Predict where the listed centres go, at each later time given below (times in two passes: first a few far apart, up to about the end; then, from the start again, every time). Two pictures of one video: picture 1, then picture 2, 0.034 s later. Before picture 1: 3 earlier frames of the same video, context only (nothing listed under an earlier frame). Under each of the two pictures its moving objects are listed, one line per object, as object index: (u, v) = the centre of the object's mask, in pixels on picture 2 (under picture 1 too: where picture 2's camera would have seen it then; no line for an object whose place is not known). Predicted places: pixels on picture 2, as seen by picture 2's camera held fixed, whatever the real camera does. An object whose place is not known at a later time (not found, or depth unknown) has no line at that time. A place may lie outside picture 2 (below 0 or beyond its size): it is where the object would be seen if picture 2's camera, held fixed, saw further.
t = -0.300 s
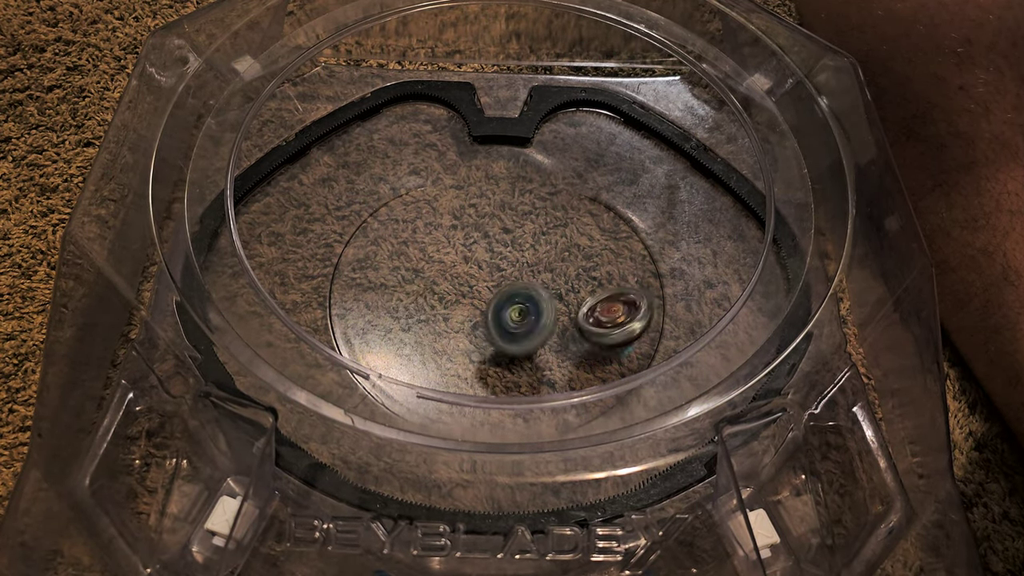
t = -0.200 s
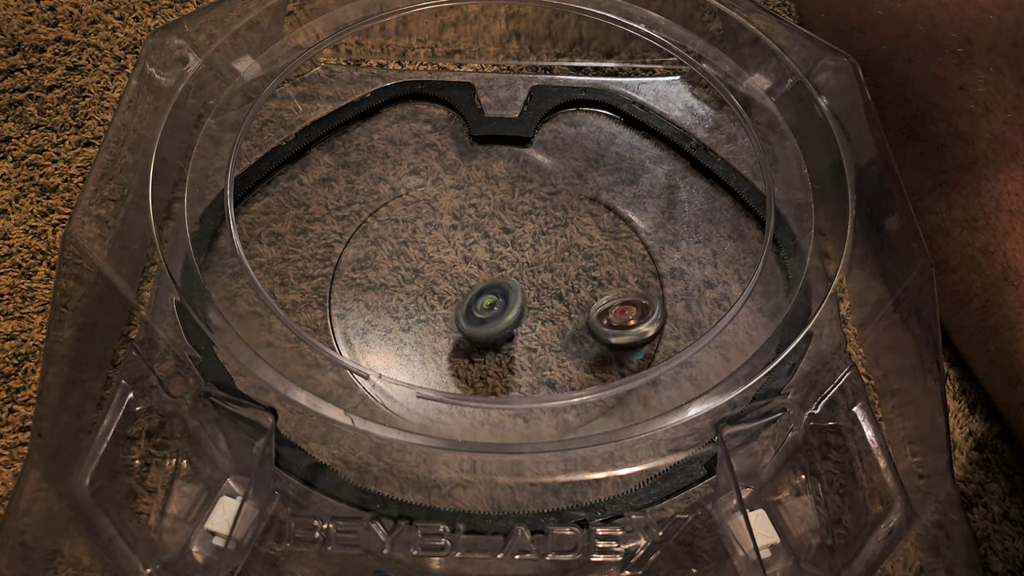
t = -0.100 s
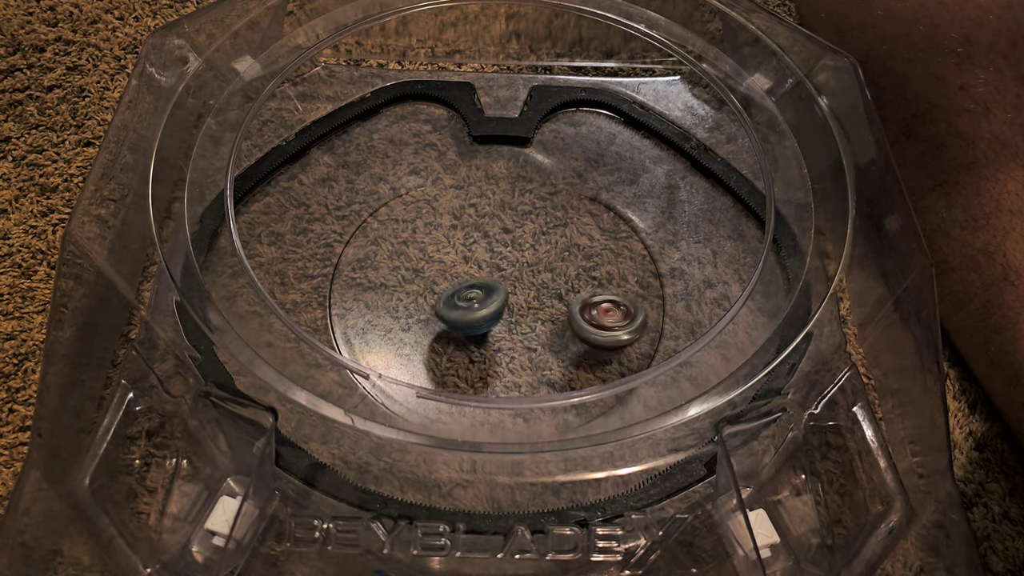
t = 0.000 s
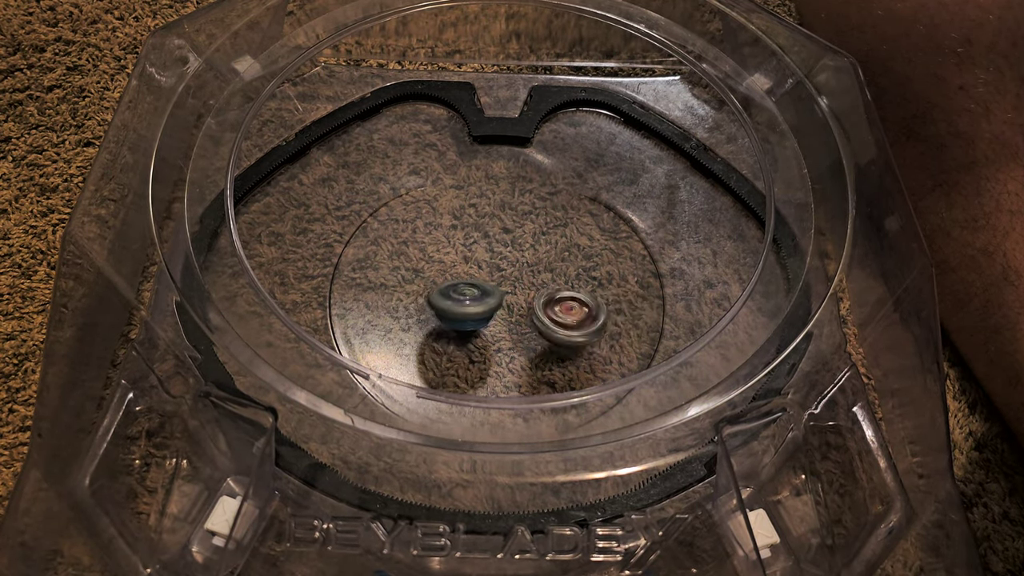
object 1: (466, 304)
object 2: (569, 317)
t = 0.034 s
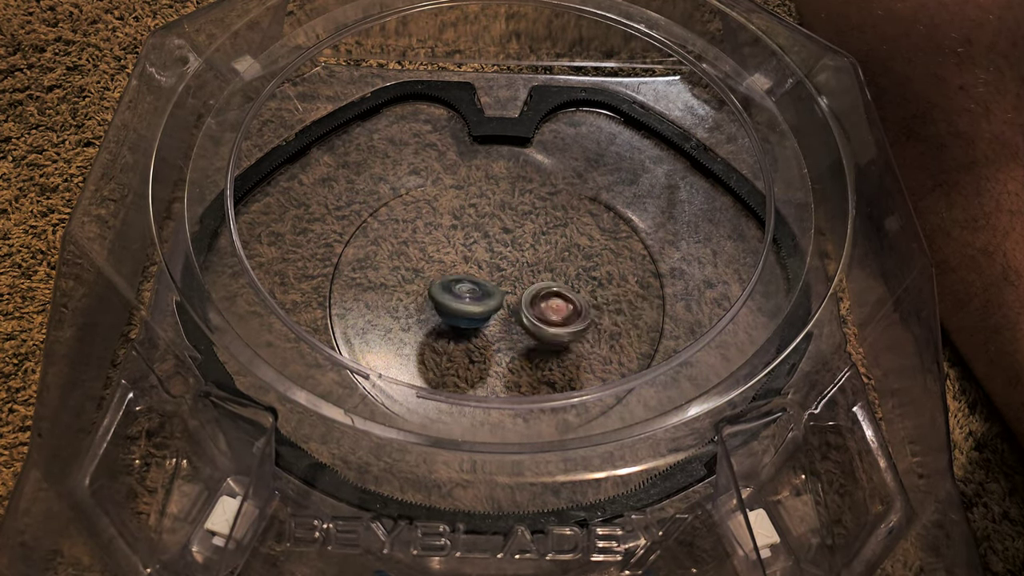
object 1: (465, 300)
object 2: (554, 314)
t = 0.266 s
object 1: (449, 275)
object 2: (527, 290)
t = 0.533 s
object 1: (458, 224)
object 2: (562, 312)
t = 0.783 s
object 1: (454, 198)
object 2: (603, 355)
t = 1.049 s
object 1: (469, 255)
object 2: (539, 326)
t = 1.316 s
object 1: (445, 211)
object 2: (521, 340)
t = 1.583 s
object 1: (470, 244)
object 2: (511, 303)
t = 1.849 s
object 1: (461, 234)
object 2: (551, 359)
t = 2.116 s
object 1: (479, 258)
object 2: (528, 344)
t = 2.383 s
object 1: (460, 236)
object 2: (493, 300)
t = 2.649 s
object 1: (484, 233)
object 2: (482, 293)
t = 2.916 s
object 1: (554, 288)
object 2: (475, 298)
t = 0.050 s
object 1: (465, 300)
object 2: (546, 312)
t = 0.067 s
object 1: (465, 298)
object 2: (540, 310)
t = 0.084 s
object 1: (463, 296)
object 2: (536, 308)
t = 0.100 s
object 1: (458, 292)
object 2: (536, 308)
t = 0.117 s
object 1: (452, 288)
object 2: (536, 308)
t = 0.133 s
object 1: (448, 285)
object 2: (536, 307)
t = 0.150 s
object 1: (445, 284)
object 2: (536, 306)
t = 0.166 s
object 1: (443, 282)
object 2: (535, 304)
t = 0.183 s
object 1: (442, 281)
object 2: (534, 302)
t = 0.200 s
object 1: (443, 281)
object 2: (533, 299)
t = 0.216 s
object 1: (444, 279)
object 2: (531, 298)
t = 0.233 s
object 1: (445, 277)
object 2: (531, 296)
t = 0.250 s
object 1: (447, 276)
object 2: (529, 292)
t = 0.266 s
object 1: (449, 275)
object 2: (527, 290)
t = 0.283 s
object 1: (451, 274)
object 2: (527, 289)
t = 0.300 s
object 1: (453, 273)
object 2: (523, 287)
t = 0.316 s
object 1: (454, 272)
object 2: (526, 285)
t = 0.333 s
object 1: (454, 268)
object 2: (527, 286)
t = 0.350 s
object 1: (455, 262)
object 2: (528, 287)
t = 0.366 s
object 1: (456, 258)
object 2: (530, 288)
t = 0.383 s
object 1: (456, 257)
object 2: (531, 287)
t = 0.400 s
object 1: (459, 254)
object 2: (533, 288)
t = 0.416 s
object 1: (462, 252)
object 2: (533, 288)
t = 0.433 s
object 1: (465, 250)
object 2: (535, 288)
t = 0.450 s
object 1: (468, 251)
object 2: (536, 287)
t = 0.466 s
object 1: (471, 252)
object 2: (536, 288)
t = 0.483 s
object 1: (475, 250)
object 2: (537, 288)
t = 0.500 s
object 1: (471, 244)
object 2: (542, 294)
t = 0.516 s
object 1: (464, 233)
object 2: (556, 303)
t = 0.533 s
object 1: (458, 224)
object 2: (562, 312)
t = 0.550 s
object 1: (453, 214)
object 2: (573, 322)
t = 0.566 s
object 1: (449, 206)
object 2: (578, 327)
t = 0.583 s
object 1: (445, 200)
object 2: (588, 334)
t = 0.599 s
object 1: (442, 197)
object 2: (592, 339)
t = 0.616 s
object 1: (440, 191)
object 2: (599, 344)
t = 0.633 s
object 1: (439, 188)
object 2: (600, 348)
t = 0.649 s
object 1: (440, 186)
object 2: (606, 351)
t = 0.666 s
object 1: (440, 185)
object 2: (606, 353)
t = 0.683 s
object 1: (442, 185)
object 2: (608, 355)
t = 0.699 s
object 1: (443, 185)
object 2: (606, 355)
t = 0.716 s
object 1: (445, 187)
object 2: (609, 355)
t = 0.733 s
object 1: (447, 189)
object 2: (606, 356)
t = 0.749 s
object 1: (449, 191)
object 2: (606, 357)
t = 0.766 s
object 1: (452, 194)
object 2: (603, 355)
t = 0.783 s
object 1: (454, 198)
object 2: (603, 355)
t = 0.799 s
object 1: (455, 203)
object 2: (598, 355)
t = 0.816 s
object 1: (457, 208)
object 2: (596, 355)
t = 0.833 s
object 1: (459, 212)
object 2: (591, 353)
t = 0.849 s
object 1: (460, 218)
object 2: (587, 351)
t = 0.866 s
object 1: (462, 225)
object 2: (582, 349)
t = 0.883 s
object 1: (462, 230)
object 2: (576, 345)
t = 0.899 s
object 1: (463, 236)
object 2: (571, 342)
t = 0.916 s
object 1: (465, 240)
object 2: (565, 337)
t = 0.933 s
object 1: (468, 245)
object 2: (561, 333)
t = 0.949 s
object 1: (470, 252)
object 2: (552, 329)
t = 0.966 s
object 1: (472, 257)
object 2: (549, 326)
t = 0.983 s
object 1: (475, 260)
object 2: (542, 320)
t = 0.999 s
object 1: (478, 265)
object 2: (537, 315)
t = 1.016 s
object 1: (478, 267)
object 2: (532, 313)
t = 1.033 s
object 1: (474, 263)
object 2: (534, 319)
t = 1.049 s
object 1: (469, 255)
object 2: (539, 326)
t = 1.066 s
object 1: (465, 247)
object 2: (539, 331)
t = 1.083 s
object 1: (461, 242)
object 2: (542, 335)
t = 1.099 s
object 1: (456, 236)
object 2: (543, 339)
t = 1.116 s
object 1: (454, 231)
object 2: (542, 342)
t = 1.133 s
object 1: (451, 227)
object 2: (543, 344)
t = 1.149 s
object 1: (449, 222)
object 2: (542, 347)
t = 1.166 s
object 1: (448, 219)
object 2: (542, 349)
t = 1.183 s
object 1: (446, 217)
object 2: (541, 351)
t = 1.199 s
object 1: (445, 216)
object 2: (539, 352)
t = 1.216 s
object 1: (444, 214)
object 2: (537, 351)
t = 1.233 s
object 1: (443, 213)
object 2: (533, 350)
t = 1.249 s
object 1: (443, 211)
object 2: (530, 348)
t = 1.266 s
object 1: (443, 211)
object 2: (529, 345)
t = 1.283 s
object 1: (444, 211)
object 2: (526, 346)
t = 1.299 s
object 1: (444, 210)
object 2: (521, 345)
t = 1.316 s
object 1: (445, 211)
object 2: (521, 340)
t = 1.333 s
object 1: (446, 212)
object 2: (518, 337)
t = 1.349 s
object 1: (447, 213)
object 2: (514, 332)
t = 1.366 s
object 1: (448, 215)
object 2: (513, 333)
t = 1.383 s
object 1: (450, 216)
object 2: (510, 331)
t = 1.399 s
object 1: (452, 220)
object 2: (506, 327)
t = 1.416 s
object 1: (452, 223)
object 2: (506, 322)
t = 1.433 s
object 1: (454, 226)
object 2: (504, 319)
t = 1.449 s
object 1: (455, 228)
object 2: (503, 314)
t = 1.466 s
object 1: (458, 230)
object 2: (504, 312)
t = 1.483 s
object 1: (461, 234)
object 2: (504, 307)
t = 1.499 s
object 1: (464, 235)
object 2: (502, 303)
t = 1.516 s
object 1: (466, 239)
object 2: (504, 300)
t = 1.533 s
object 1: (468, 240)
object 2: (505, 300)
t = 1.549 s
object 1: (468, 242)
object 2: (507, 300)
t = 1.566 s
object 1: (469, 244)
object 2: (510, 301)
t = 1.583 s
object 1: (470, 244)
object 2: (511, 303)
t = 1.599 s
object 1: (471, 245)
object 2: (512, 303)
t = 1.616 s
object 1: (472, 247)
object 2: (513, 303)
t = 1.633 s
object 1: (472, 253)
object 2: (514, 305)
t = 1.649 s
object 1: (473, 254)
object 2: (516, 307)
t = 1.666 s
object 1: (473, 256)
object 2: (516, 308)
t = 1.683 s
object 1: (471, 254)
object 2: (519, 312)
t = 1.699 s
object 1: (469, 249)
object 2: (523, 318)
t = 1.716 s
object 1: (465, 247)
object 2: (527, 326)
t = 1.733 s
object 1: (463, 243)
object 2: (530, 332)
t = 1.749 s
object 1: (462, 239)
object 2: (534, 335)
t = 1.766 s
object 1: (461, 238)
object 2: (538, 340)
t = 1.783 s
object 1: (460, 237)
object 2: (541, 347)
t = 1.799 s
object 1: (459, 236)
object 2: (543, 352)
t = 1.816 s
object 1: (459, 235)
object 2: (546, 354)
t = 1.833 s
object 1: (460, 234)
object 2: (549, 355)
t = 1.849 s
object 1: (461, 234)
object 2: (551, 359)
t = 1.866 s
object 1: (462, 236)
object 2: (552, 360)
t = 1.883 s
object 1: (463, 235)
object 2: (552, 360)
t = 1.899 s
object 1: (463, 236)
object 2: (555, 360)
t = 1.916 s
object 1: (465, 236)
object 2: (556, 362)
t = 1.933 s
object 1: (466, 236)
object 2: (554, 363)
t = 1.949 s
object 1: (467, 237)
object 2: (552, 364)
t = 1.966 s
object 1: (468, 238)
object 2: (552, 363)
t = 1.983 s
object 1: (470, 239)
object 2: (552, 363)
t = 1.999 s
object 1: (471, 240)
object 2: (550, 366)
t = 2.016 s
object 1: (472, 242)
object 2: (547, 365)
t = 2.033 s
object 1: (474, 245)
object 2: (545, 357)
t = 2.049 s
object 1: (476, 247)
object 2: (543, 353)
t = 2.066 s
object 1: (477, 249)
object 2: (538, 358)
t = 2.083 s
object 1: (478, 251)
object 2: (536, 355)
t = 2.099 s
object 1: (479, 254)
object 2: (532, 350)
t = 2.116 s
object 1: (479, 258)
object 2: (528, 344)
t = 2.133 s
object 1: (480, 261)
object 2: (523, 339)
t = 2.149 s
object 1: (480, 264)
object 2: (520, 335)
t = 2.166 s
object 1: (480, 266)
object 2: (516, 328)
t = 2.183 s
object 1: (479, 268)
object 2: (513, 324)
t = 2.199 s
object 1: (477, 268)
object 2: (510, 319)
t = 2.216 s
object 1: (474, 265)
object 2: (510, 317)
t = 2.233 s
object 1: (471, 264)
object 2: (508, 316)
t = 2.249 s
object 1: (468, 261)
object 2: (506, 314)
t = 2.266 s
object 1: (465, 260)
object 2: (504, 313)
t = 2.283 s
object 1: (465, 256)
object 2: (503, 310)
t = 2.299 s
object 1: (463, 254)
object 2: (501, 307)
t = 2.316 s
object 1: (461, 251)
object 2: (499, 305)
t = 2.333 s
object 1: (461, 249)
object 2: (497, 304)
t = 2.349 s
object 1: (460, 244)
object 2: (496, 303)
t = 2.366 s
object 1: (461, 239)
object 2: (495, 301)
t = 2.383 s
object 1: (460, 236)
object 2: (493, 300)
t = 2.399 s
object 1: (459, 236)
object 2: (492, 299)
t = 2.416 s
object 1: (459, 236)
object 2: (491, 297)
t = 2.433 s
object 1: (458, 232)
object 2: (489, 295)
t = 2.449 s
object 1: (460, 228)
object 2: (488, 294)
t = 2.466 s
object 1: (460, 226)
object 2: (487, 293)
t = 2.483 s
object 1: (460, 225)
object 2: (486, 291)
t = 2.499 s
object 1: (460, 227)
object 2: (484, 291)
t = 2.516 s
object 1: (461, 229)
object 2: (483, 290)
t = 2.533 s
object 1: (463, 228)
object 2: (483, 291)
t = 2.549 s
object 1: (469, 225)
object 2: (482, 292)
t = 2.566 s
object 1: (471, 224)
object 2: (482, 292)
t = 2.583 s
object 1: (473, 224)
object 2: (482, 293)
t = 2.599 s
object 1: (476, 226)
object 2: (482, 293)
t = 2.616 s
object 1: (478, 228)
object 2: (482, 293)
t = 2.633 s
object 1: (481, 230)
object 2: (482, 293)
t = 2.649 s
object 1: (484, 233)
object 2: (482, 293)
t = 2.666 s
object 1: (488, 233)
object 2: (482, 293)
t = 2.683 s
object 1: (491, 234)
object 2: (482, 293)
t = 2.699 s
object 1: (495, 238)
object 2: (482, 293)
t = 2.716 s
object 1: (498, 241)
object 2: (482, 293)
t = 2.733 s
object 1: (502, 245)
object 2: (481, 293)
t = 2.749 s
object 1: (508, 247)
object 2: (481, 294)
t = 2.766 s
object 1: (513, 250)
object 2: (478, 296)
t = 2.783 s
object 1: (519, 254)
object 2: (479, 296)
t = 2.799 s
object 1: (527, 258)
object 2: (477, 297)
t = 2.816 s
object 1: (533, 262)
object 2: (478, 297)
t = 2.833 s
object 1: (538, 268)
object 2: (478, 297)
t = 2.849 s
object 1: (544, 273)
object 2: (477, 297)
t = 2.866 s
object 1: (549, 280)
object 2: (477, 297)
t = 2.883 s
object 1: (550, 286)
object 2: (476, 298)
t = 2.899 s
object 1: (553, 289)
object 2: (476, 298)
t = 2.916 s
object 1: (554, 288)
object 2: (475, 298)
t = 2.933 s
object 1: (556, 291)
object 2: (475, 298)
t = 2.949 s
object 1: (555, 294)
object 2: (476, 298)
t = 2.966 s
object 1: (556, 295)
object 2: (476, 298)
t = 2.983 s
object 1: (557, 297)
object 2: (475, 298)
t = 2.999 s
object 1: (556, 298)
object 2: (477, 294)
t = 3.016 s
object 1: (554, 299)
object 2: (475, 298)
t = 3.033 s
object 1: (551, 299)
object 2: (475, 298)
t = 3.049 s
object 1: (548, 298)
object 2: (475, 298)
